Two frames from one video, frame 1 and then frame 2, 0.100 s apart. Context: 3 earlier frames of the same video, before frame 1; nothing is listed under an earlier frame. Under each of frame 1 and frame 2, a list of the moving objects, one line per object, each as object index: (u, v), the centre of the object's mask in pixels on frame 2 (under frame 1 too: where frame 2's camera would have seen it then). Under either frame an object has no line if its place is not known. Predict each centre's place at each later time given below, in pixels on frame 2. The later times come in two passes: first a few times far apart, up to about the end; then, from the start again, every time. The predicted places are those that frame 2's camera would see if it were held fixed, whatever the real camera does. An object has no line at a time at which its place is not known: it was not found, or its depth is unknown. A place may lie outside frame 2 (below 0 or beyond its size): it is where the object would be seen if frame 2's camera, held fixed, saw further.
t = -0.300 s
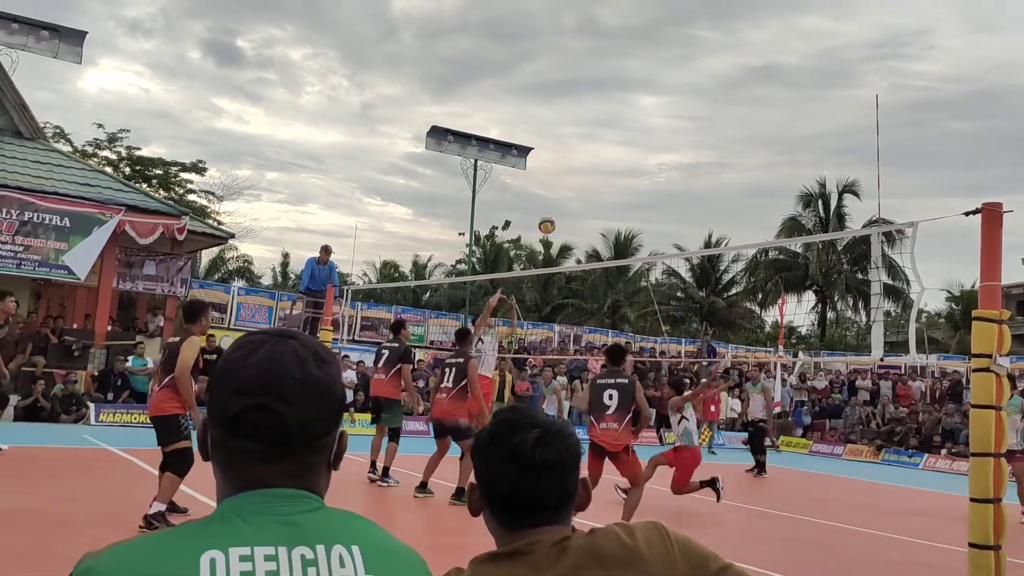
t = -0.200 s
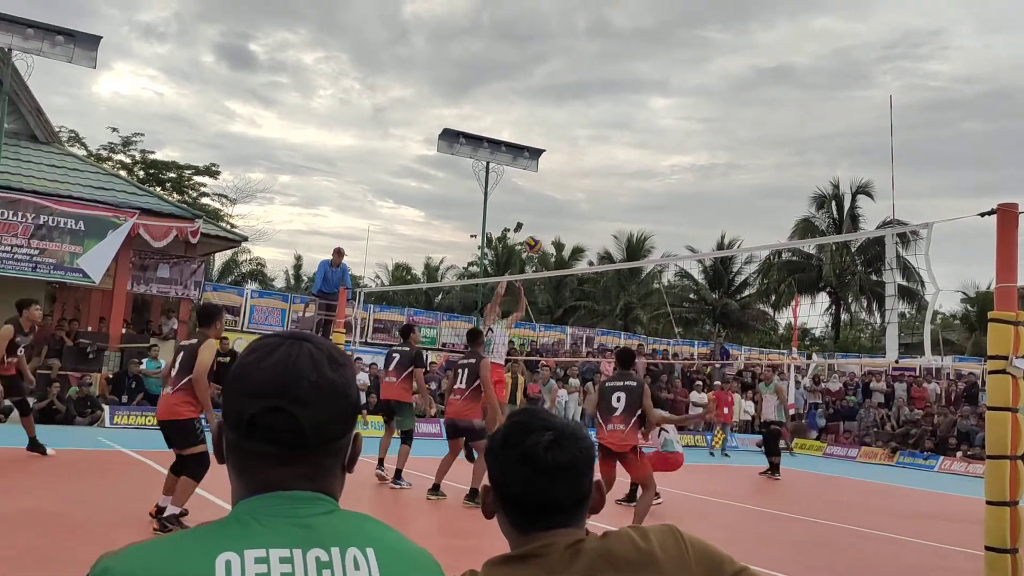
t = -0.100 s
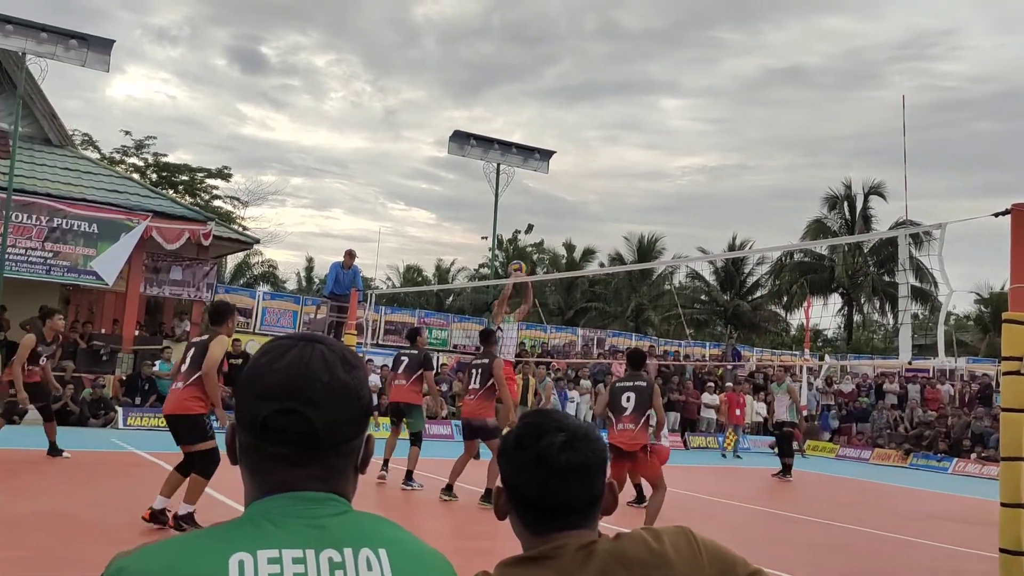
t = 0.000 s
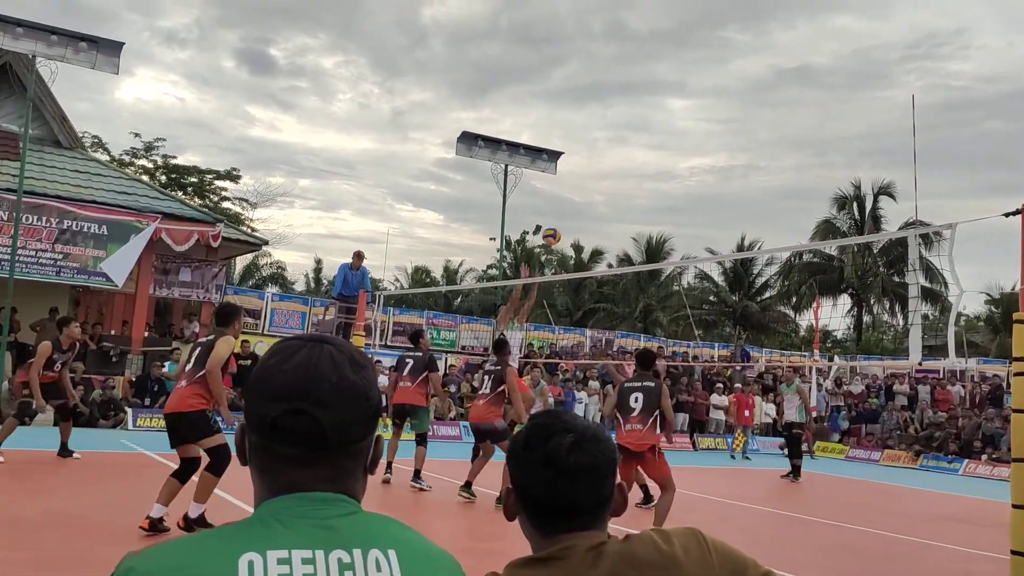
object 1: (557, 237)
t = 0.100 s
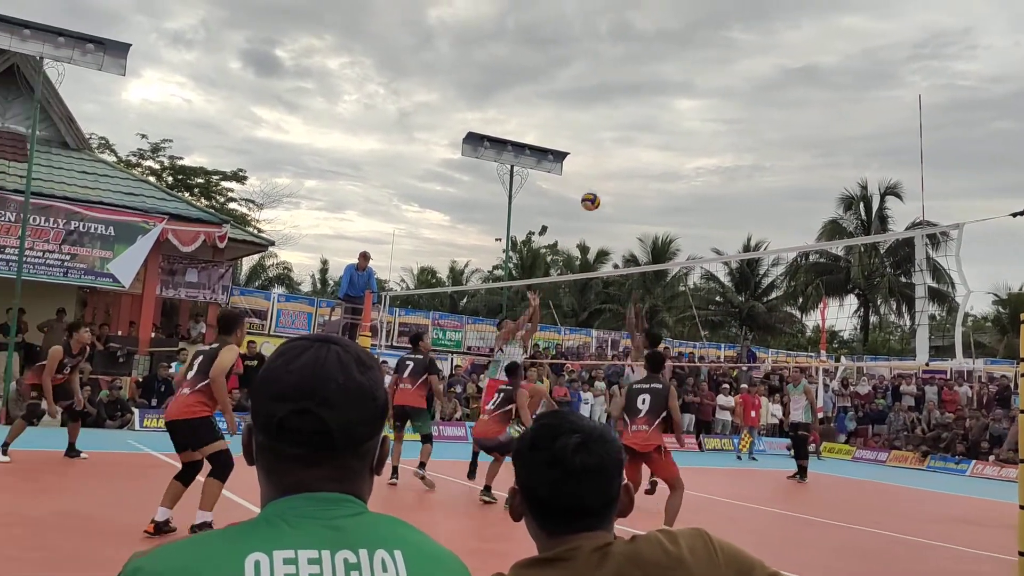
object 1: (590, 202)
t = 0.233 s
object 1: (637, 166)
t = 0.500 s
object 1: (736, 139)
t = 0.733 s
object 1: (834, 171)
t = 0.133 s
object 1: (602, 191)
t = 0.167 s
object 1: (613, 182)
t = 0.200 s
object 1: (625, 174)
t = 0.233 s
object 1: (637, 166)
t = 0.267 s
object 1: (649, 159)
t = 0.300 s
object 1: (661, 154)
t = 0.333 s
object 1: (673, 149)
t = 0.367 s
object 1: (685, 145)
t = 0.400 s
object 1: (698, 142)
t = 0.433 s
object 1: (710, 140)
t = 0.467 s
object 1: (723, 139)
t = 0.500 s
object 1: (736, 139)
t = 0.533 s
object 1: (750, 140)
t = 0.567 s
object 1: (763, 142)
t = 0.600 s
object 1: (777, 145)
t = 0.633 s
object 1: (791, 150)
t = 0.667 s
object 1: (805, 156)
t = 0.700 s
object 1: (819, 163)
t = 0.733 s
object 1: (834, 171)
